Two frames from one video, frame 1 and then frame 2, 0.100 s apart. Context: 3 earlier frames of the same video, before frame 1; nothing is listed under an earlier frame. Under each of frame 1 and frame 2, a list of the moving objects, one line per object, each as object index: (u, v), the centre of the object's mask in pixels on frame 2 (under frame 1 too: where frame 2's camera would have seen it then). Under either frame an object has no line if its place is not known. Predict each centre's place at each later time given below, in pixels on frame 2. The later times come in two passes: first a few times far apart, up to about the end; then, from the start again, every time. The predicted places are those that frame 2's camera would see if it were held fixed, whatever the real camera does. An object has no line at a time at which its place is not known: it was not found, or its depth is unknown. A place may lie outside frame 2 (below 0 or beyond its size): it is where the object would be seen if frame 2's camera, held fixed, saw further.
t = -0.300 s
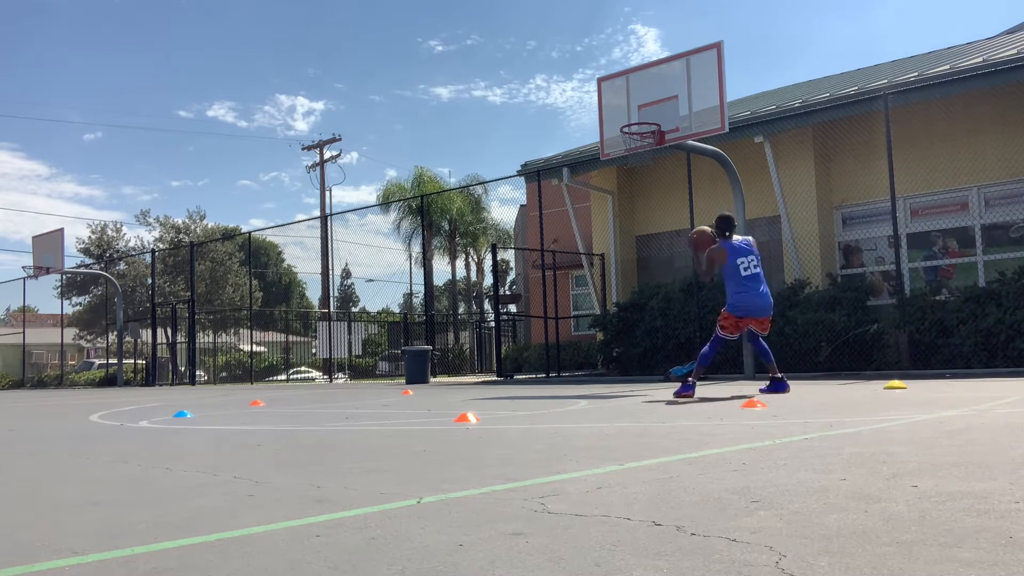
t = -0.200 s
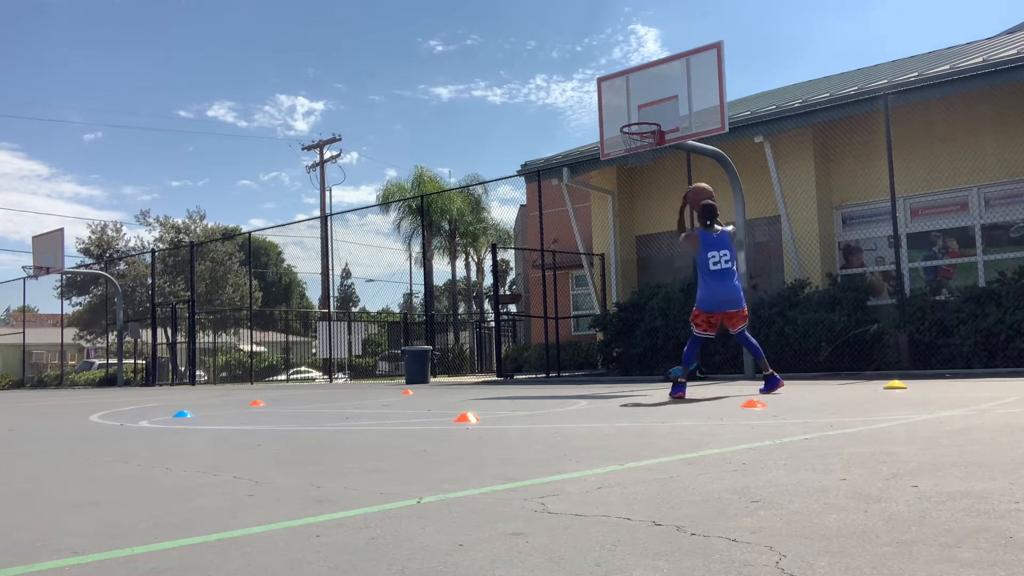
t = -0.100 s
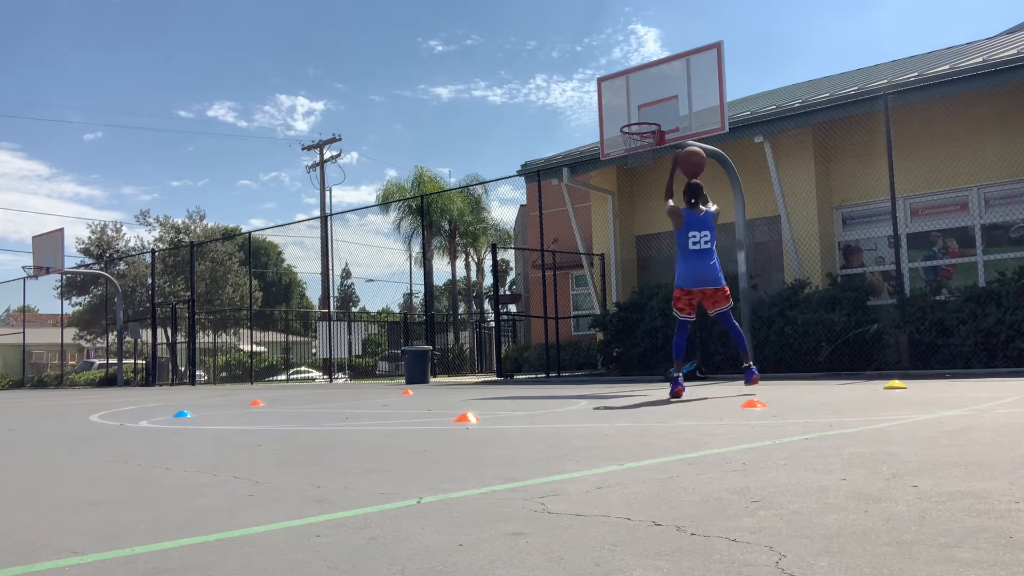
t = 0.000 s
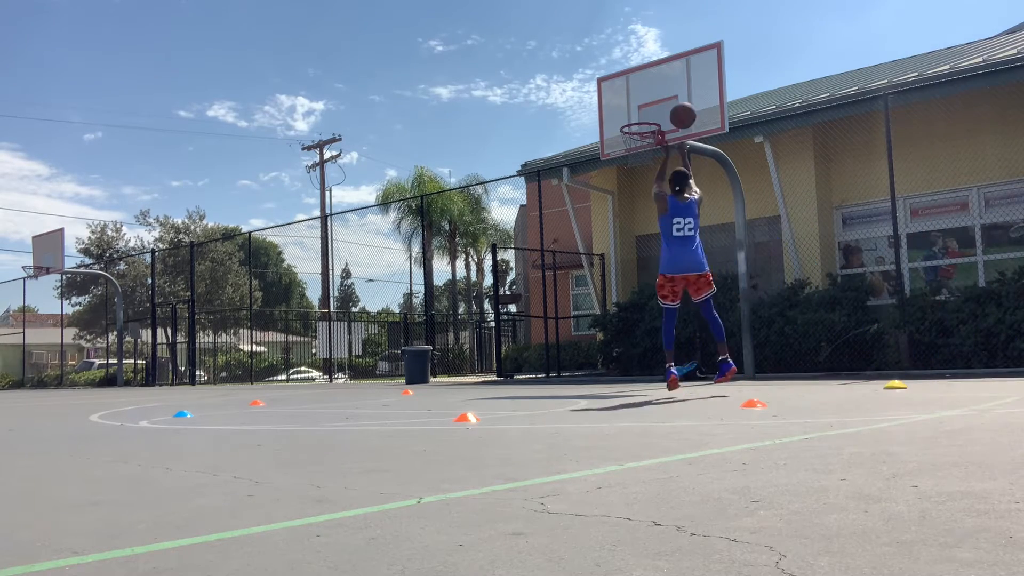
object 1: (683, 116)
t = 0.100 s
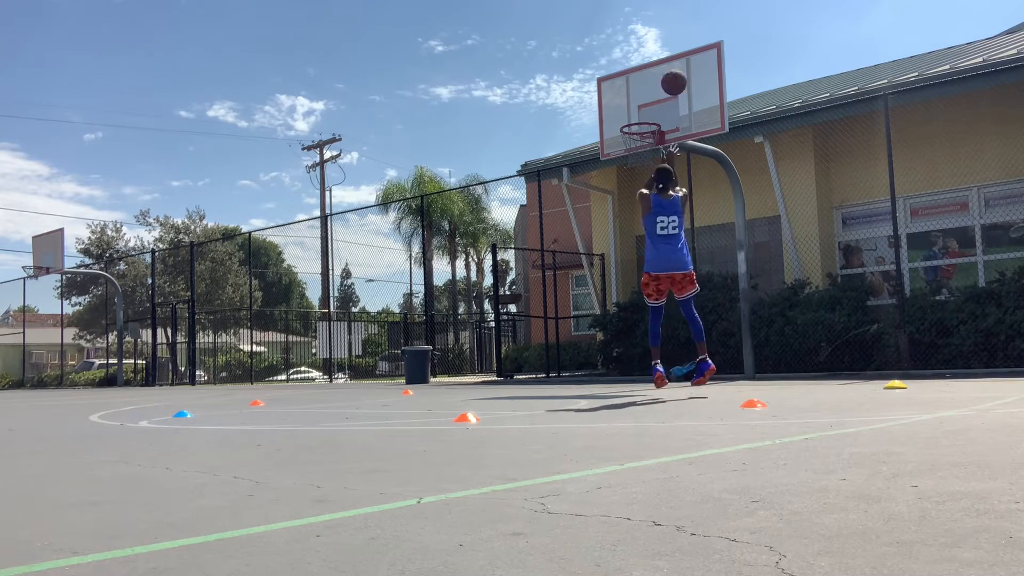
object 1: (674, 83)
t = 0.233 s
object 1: (663, 57)
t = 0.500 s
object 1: (648, 61)
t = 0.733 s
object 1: (639, 111)
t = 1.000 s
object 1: (646, 117)
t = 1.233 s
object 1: (633, 114)
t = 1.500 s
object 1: (649, 139)
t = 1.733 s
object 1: (656, 158)
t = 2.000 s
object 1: (652, 214)
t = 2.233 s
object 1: (651, 309)
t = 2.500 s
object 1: (640, 317)
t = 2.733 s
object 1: (624, 245)
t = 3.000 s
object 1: (609, 219)
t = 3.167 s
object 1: (602, 233)
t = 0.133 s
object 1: (671, 75)
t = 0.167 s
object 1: (668, 68)
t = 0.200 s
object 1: (666, 62)
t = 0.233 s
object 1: (663, 57)
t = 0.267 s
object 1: (661, 54)
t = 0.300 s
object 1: (659, 52)
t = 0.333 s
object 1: (657, 51)
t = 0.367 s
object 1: (655, 51)
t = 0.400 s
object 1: (653, 52)
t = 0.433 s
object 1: (651, 54)
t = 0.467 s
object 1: (650, 57)
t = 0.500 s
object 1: (648, 61)
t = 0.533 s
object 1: (646, 65)
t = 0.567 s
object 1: (645, 71)
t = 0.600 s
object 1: (643, 77)
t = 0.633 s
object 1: (642, 85)
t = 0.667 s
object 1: (641, 93)
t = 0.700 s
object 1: (640, 101)
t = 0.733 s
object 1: (639, 111)
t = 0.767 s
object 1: (638, 117)
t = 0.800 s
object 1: (638, 120)
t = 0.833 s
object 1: (638, 124)
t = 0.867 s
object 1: (638, 129)
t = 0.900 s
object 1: (640, 125)
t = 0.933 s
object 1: (643, 122)
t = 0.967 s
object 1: (646, 119)
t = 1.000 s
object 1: (646, 117)
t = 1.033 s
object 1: (644, 114)
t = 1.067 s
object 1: (642, 112)
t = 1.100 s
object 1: (640, 111)
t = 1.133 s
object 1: (638, 110)
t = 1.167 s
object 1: (636, 111)
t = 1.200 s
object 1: (634, 112)
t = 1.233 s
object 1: (633, 114)
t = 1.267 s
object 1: (631, 117)
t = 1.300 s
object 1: (629, 121)
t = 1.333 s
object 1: (630, 124)
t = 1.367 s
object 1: (634, 125)
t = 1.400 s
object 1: (638, 128)
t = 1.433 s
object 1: (640, 132)
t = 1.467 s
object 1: (645, 135)
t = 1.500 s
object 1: (649, 139)
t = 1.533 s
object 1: (652, 145)
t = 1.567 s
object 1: (653, 146)
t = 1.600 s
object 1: (656, 147)
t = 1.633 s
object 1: (656, 151)
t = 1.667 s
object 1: (657, 152)
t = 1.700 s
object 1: (657, 155)
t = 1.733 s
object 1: (656, 158)
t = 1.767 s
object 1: (656, 159)
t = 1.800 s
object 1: (656, 162)
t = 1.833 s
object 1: (656, 167)
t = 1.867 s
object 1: (655, 179)
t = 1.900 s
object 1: (654, 186)
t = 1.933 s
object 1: (653, 195)
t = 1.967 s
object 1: (653, 204)
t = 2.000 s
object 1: (652, 214)
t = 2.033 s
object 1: (652, 225)
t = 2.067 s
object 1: (652, 237)
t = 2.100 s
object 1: (650, 249)
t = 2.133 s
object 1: (649, 263)
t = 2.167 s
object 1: (651, 279)
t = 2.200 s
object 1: (650, 294)
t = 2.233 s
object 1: (651, 309)
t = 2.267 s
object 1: (651, 327)
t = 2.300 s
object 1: (651, 345)
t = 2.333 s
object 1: (652, 365)
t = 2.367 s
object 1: (651, 378)
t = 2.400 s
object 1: (648, 362)
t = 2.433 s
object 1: (645, 346)
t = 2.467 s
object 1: (643, 331)
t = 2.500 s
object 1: (640, 317)
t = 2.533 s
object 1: (637, 304)
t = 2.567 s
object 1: (636, 293)
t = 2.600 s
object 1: (632, 280)
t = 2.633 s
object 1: (630, 269)
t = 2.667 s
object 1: (628, 261)
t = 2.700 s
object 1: (626, 252)
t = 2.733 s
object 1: (624, 245)
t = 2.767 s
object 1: (621, 239)
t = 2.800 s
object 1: (620, 233)
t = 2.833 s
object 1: (617, 228)
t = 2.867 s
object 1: (616, 225)
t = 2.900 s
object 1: (614, 222)
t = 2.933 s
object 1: (612, 220)
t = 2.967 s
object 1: (611, 219)
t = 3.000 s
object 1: (609, 219)
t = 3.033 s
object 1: (607, 220)
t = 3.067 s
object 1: (606, 222)
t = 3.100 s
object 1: (605, 225)
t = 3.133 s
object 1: (603, 228)
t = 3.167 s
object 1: (602, 233)
